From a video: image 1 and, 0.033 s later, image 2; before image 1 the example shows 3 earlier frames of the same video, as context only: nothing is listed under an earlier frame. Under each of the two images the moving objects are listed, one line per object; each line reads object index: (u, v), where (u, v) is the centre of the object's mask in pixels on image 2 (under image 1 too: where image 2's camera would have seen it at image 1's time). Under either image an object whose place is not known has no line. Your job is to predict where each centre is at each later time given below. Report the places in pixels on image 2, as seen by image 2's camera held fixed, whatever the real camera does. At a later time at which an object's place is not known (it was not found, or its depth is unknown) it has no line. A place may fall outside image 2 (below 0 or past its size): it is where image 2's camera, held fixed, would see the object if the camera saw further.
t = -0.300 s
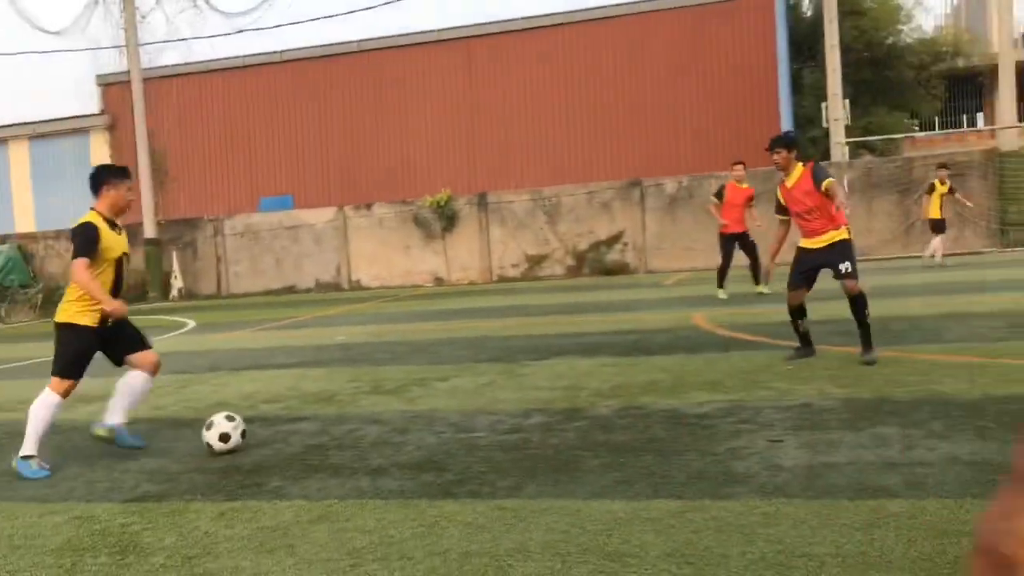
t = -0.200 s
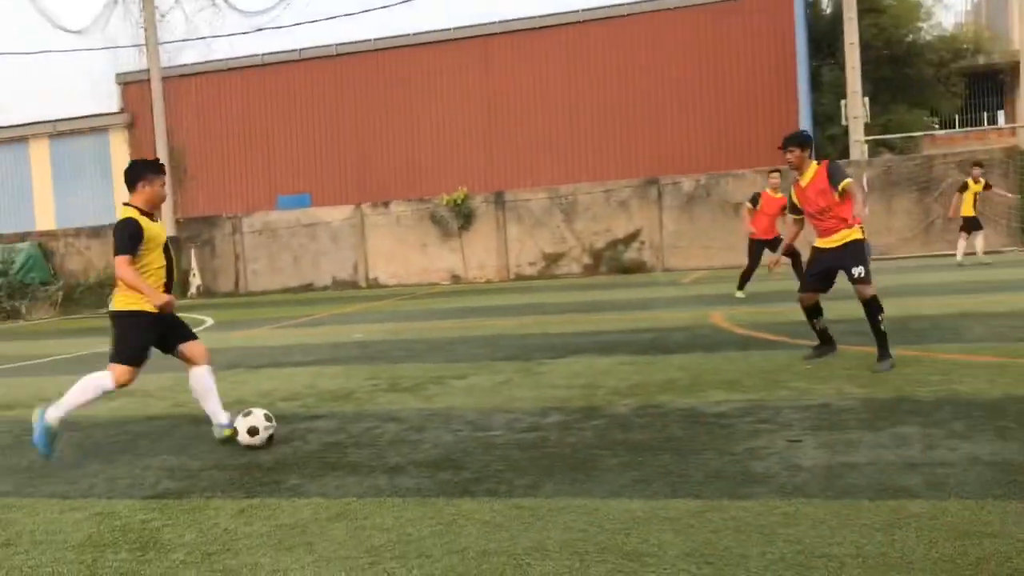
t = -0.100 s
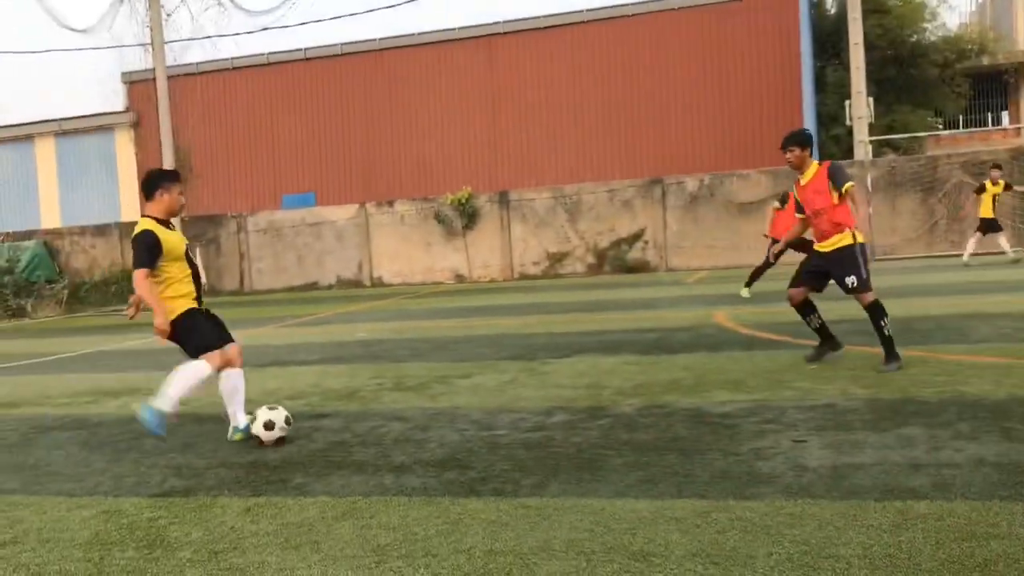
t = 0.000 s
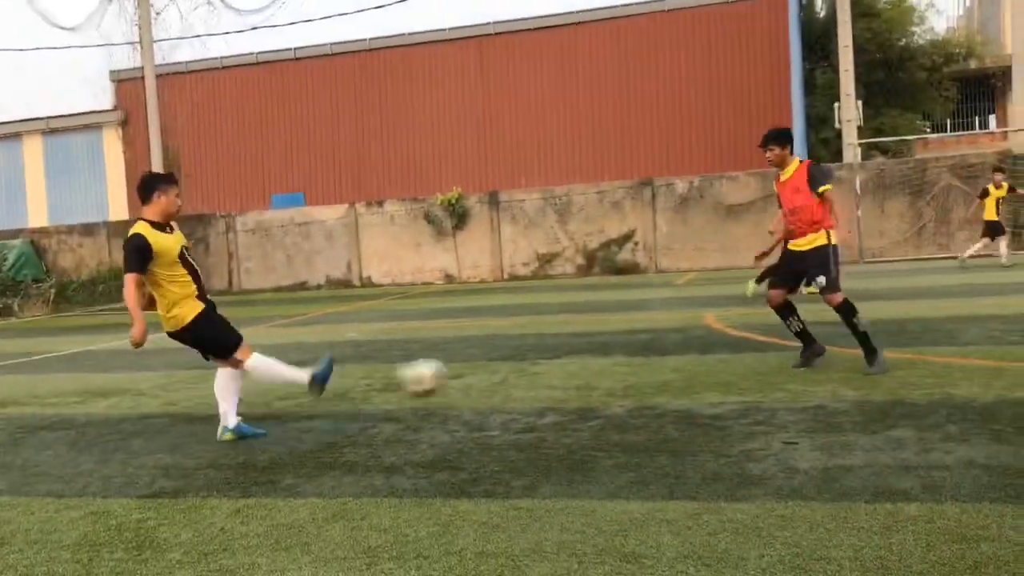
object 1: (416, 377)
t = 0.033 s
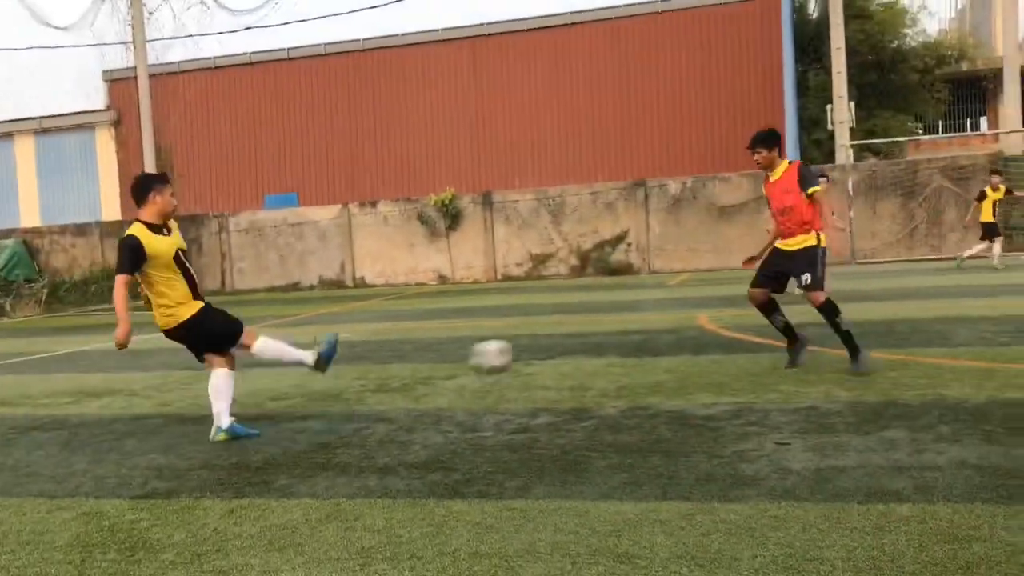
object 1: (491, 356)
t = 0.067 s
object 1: (558, 339)
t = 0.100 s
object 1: (618, 326)
